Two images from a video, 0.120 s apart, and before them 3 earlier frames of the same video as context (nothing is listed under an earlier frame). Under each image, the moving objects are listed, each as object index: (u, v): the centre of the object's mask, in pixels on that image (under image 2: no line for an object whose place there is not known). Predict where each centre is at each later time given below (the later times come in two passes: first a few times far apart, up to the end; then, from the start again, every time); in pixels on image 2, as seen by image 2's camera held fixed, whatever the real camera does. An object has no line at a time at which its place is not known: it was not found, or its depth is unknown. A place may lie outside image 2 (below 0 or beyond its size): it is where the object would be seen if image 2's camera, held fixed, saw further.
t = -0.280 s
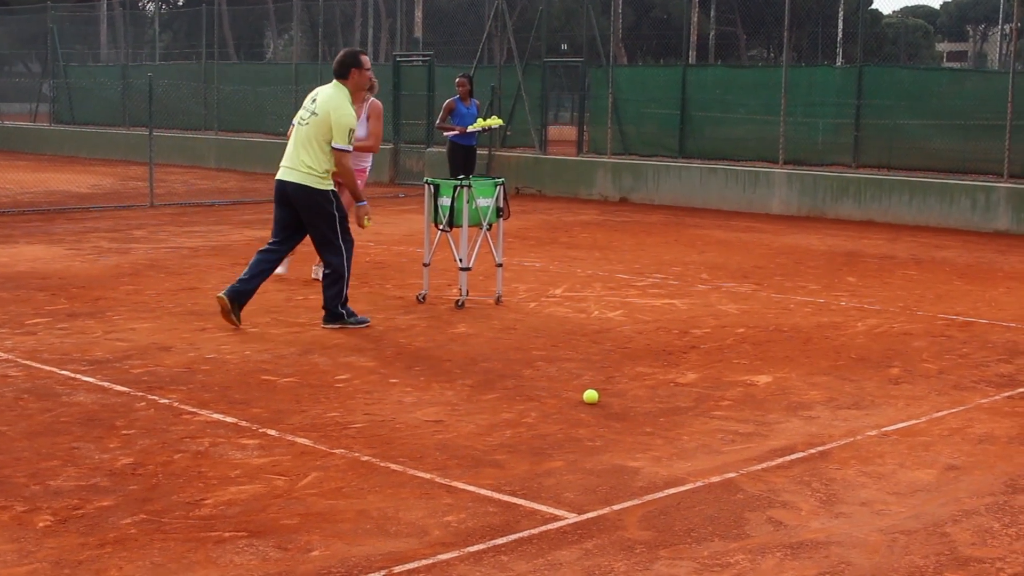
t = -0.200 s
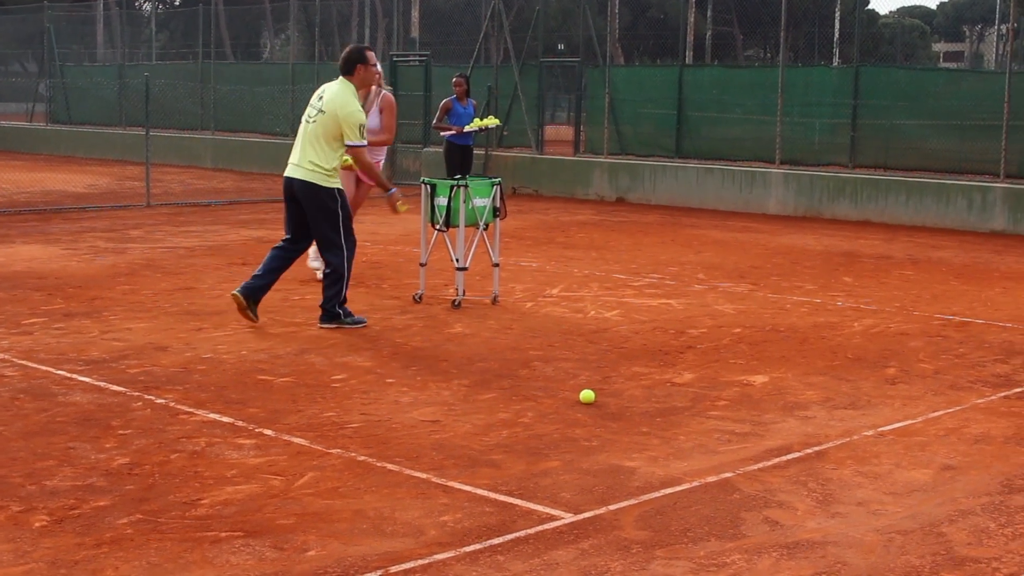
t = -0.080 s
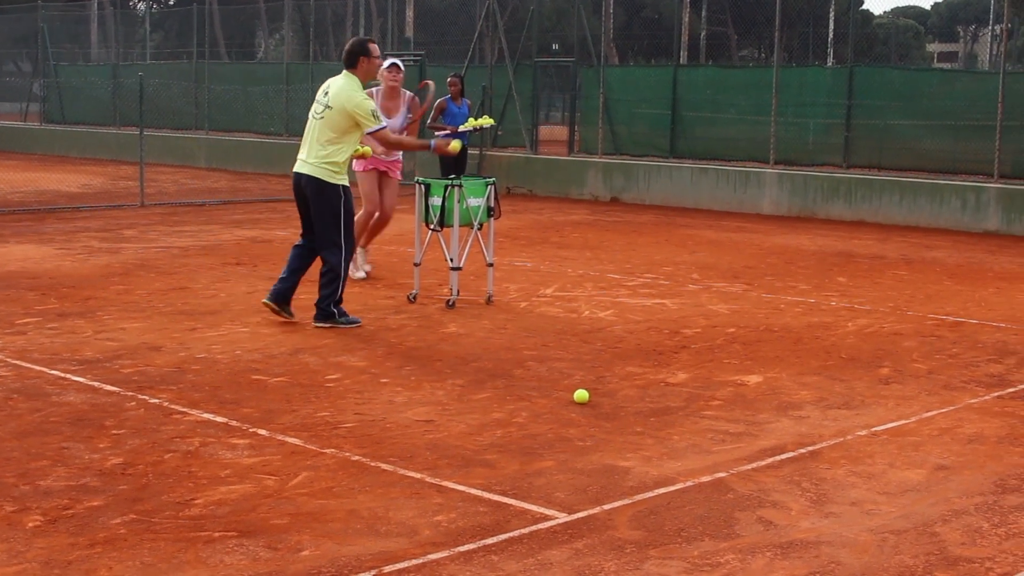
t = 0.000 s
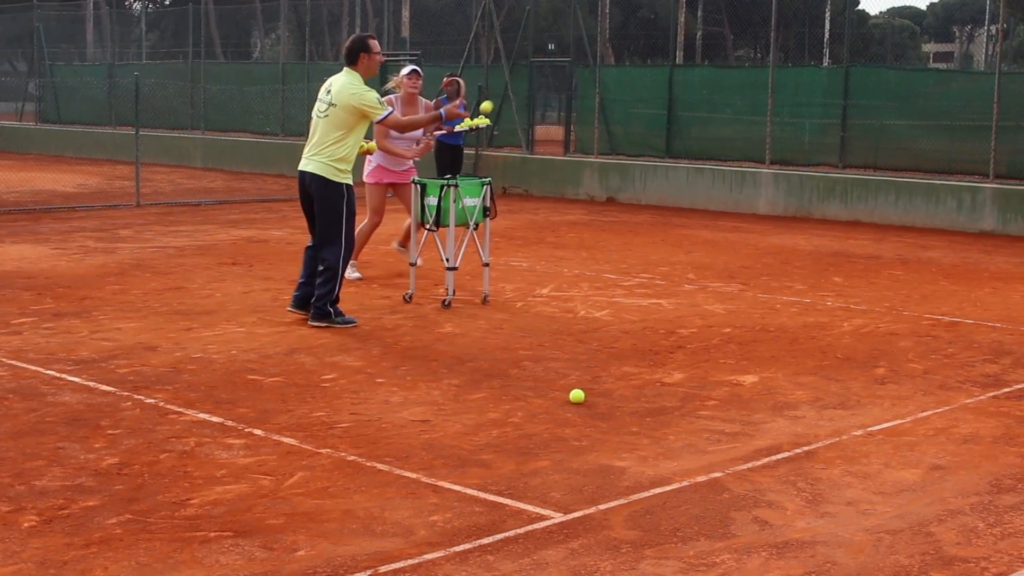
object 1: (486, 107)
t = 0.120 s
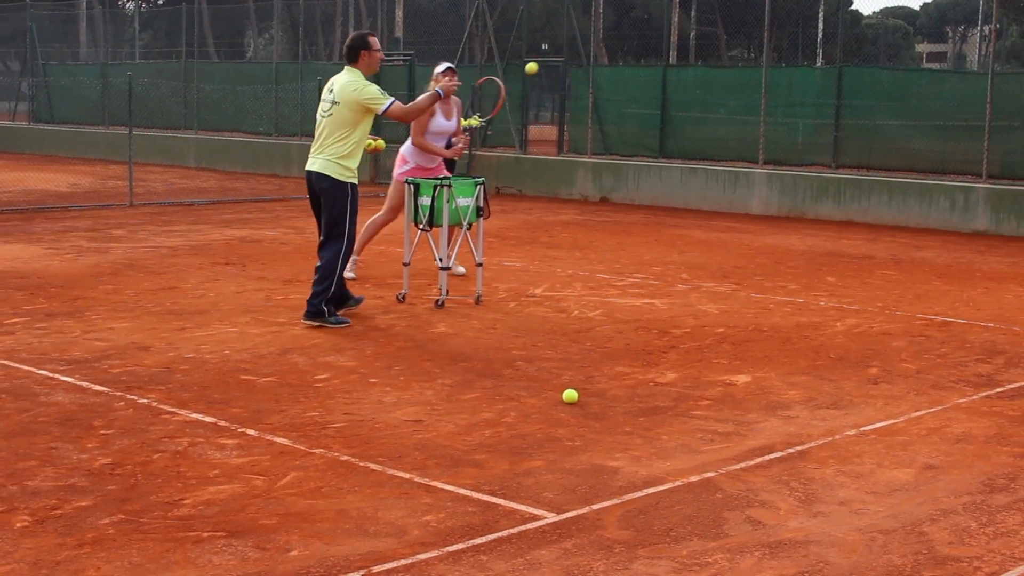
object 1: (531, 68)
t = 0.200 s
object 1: (564, 55)
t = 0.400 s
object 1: (642, 67)
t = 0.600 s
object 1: (714, 140)
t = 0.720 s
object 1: (754, 212)
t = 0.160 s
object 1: (548, 60)
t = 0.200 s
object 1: (564, 55)
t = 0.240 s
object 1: (580, 52)
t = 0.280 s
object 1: (596, 52)
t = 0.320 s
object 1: (612, 54)
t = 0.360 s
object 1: (627, 60)
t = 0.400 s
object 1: (642, 67)
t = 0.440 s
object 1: (657, 77)
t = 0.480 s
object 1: (672, 89)
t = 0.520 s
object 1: (686, 104)
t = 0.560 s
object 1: (700, 121)
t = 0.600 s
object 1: (714, 140)
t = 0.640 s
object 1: (728, 161)
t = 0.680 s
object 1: (740, 185)
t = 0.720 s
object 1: (754, 212)
